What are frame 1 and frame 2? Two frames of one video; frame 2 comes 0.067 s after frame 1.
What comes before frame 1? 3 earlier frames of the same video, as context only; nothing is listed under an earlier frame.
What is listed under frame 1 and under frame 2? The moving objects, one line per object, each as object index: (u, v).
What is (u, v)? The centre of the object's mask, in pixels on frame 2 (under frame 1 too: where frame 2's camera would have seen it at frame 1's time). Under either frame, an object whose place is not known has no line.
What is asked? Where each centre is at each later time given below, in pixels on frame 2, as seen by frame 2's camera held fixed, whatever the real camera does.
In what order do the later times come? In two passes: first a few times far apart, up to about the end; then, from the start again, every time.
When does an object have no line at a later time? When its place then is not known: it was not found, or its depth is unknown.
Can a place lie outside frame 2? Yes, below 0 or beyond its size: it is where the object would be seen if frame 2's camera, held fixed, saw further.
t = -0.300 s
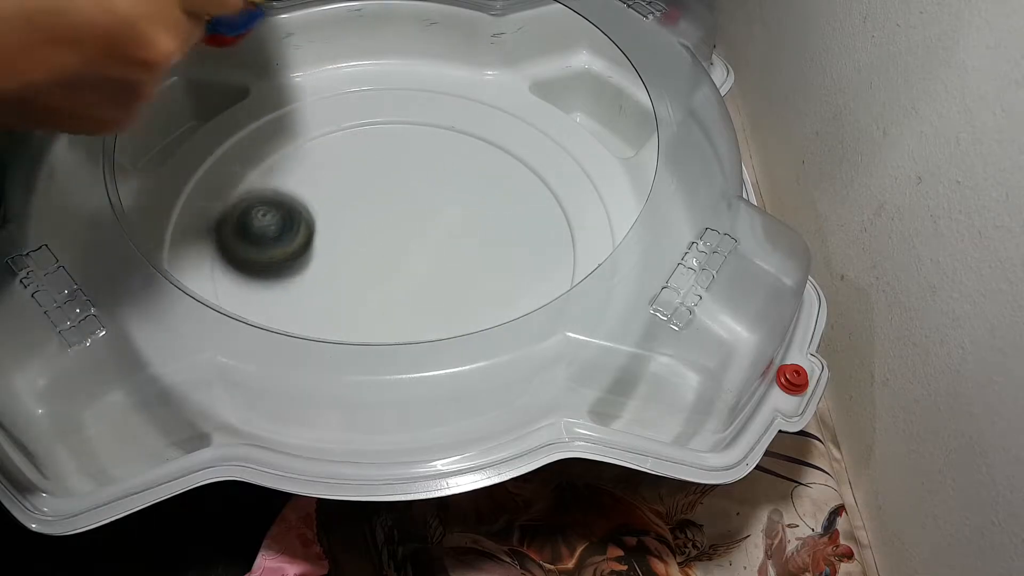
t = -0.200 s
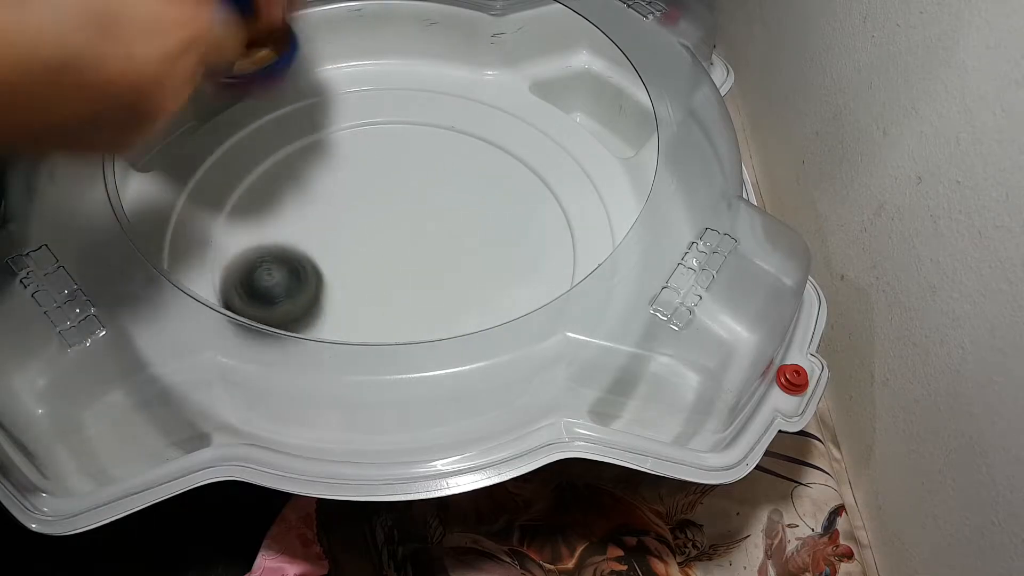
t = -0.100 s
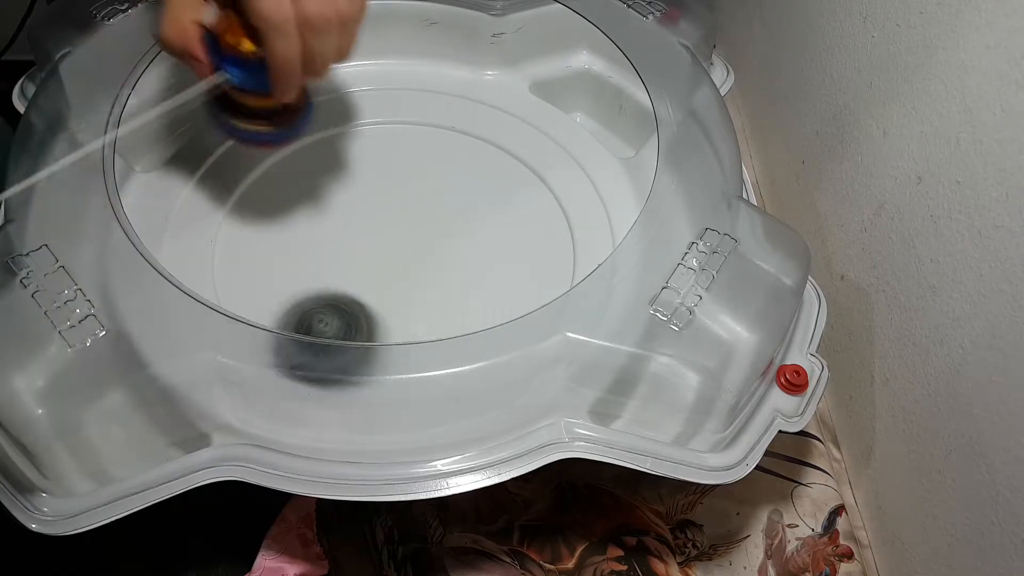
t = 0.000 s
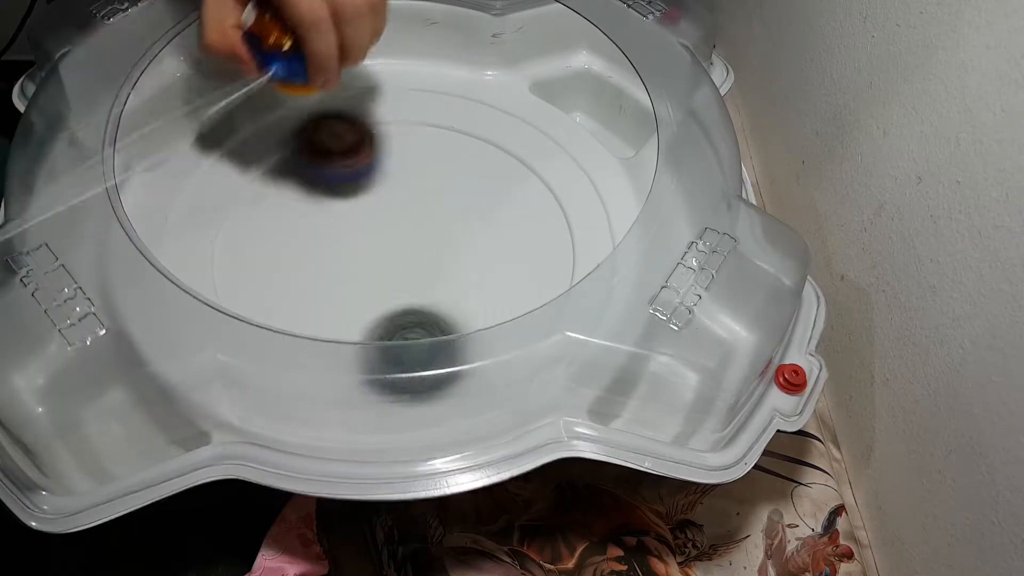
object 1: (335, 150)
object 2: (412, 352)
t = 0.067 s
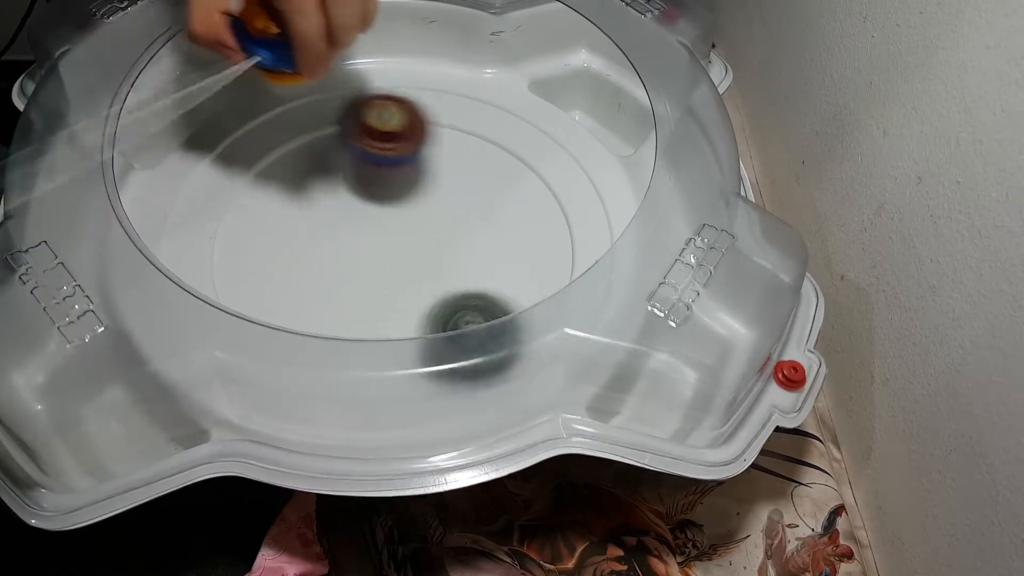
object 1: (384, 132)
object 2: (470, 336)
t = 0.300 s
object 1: (487, 205)
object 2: (557, 223)
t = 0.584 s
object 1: (382, 193)
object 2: (488, 218)
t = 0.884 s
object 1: (275, 246)
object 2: (373, 275)
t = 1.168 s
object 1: (357, 303)
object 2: (459, 335)
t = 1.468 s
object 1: (481, 204)
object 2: (528, 267)
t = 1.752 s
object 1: (360, 120)
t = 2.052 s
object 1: (270, 256)
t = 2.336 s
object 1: (465, 256)
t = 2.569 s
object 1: (509, 179)
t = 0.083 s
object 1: (398, 135)
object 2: (482, 334)
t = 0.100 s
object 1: (412, 139)
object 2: (494, 328)
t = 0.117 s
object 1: (424, 148)
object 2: (504, 322)
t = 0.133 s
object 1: (437, 169)
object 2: (514, 313)
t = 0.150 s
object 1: (449, 179)
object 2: (522, 304)
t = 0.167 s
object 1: (457, 182)
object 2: (529, 296)
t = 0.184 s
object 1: (465, 185)
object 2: (534, 285)
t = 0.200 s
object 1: (473, 190)
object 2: (540, 276)
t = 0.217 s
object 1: (480, 197)
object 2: (543, 268)
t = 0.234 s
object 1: (486, 201)
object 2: (545, 258)
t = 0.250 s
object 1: (487, 202)
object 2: (547, 249)
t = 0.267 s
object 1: (487, 202)
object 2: (550, 240)
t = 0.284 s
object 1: (487, 202)
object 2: (556, 223)
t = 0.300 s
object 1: (487, 205)
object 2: (557, 223)
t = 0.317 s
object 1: (486, 206)
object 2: (559, 214)
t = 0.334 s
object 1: (484, 204)
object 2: (562, 212)
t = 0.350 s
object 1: (482, 203)
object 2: (566, 213)
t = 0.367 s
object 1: (477, 204)
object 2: (568, 215)
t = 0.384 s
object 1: (473, 202)
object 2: (568, 215)
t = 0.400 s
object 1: (466, 200)
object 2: (567, 211)
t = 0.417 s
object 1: (460, 200)
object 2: (565, 209)
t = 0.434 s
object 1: (454, 199)
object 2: (562, 210)
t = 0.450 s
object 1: (448, 198)
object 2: (557, 209)
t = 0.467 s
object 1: (441, 197)
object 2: (548, 214)
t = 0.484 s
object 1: (435, 197)
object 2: (540, 215)
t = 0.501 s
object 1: (428, 197)
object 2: (531, 214)
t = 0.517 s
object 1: (421, 197)
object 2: (521, 214)
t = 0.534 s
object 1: (415, 197)
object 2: (510, 214)
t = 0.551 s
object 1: (408, 197)
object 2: (498, 215)
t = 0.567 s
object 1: (395, 195)
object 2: (492, 216)
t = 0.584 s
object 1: (382, 193)
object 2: (488, 218)
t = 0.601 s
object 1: (370, 192)
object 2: (483, 221)
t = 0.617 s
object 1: (359, 190)
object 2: (477, 223)
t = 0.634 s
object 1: (348, 190)
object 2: (471, 226)
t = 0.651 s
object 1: (337, 190)
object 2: (464, 228)
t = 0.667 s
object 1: (328, 191)
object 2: (457, 231)
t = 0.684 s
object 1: (319, 192)
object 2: (450, 233)
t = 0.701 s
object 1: (311, 194)
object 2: (443, 236)
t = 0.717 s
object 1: (304, 196)
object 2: (435, 239)
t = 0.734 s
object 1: (297, 199)
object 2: (427, 242)
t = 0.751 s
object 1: (292, 203)
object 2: (420, 245)
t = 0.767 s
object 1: (288, 207)
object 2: (411, 248)
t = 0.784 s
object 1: (285, 212)
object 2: (404, 251)
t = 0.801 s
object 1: (283, 219)
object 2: (396, 254)
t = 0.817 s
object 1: (282, 225)
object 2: (388, 257)
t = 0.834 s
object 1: (282, 231)
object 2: (380, 260)
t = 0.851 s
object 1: (281, 237)
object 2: (374, 264)
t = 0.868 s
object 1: (278, 242)
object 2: (373, 269)
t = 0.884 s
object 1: (275, 246)
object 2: (373, 275)
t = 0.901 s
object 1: (274, 251)
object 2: (372, 280)
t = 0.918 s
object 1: (274, 256)
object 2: (372, 285)
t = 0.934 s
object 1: (274, 261)
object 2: (372, 290)
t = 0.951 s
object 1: (277, 267)
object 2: (373, 294)
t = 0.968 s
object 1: (279, 272)
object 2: (375, 297)
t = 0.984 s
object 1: (281, 276)
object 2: (379, 300)
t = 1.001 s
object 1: (284, 280)
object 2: (385, 304)
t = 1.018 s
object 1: (288, 283)
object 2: (391, 306)
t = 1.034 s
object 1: (293, 286)
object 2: (397, 308)
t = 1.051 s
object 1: (300, 290)
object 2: (403, 310)
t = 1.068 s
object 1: (307, 293)
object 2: (408, 324)
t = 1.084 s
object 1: (315, 296)
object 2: (414, 326)
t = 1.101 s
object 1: (323, 298)
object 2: (421, 327)
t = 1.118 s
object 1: (332, 300)
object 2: (430, 329)
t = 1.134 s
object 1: (339, 301)
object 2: (440, 333)
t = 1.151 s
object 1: (348, 303)
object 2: (449, 334)
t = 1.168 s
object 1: (357, 303)
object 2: (459, 335)
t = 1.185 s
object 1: (366, 304)
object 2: (467, 335)
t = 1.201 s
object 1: (377, 304)
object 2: (475, 334)
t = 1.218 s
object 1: (387, 304)
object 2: (483, 332)
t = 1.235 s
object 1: (397, 303)
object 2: (491, 331)
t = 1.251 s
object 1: (407, 301)
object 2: (500, 329)
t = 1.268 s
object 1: (417, 299)
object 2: (509, 327)
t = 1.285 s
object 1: (427, 296)
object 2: (517, 326)
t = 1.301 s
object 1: (437, 292)
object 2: (523, 322)
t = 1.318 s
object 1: (444, 287)
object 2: (528, 317)
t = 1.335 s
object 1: (451, 279)
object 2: (534, 313)
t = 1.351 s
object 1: (457, 271)
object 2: (539, 309)
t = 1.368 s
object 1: (463, 262)
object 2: (541, 303)
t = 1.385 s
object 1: (467, 254)
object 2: (541, 298)
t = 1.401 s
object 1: (472, 245)
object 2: (541, 293)
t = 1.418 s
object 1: (476, 233)
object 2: (539, 287)
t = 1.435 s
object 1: (478, 225)
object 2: (536, 282)
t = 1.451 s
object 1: (480, 214)
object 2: (530, 270)
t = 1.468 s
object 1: (481, 204)
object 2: (528, 267)
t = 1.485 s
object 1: (481, 194)
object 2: (525, 262)
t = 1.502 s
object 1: (479, 186)
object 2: (519, 256)
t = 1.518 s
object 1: (477, 176)
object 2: (512, 249)
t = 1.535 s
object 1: (473, 168)
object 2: (505, 244)
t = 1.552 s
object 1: (469, 160)
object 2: (497, 238)
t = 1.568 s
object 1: (464, 152)
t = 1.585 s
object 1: (458, 145)
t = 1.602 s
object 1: (451, 140)
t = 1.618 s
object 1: (443, 134)
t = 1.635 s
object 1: (435, 130)
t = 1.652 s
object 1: (426, 126)
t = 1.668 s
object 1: (416, 124)
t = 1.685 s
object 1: (406, 122)
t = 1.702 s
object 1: (395, 121)
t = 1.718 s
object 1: (384, 121)
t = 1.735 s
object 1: (372, 122)
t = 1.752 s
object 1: (360, 120)
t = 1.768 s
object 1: (349, 116)
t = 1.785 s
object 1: (338, 114)
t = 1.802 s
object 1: (330, 118)
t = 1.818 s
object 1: (321, 124)
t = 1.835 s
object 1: (313, 132)
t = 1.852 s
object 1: (305, 140)
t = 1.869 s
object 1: (298, 148)
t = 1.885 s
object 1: (290, 158)
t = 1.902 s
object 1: (283, 168)
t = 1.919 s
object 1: (276, 179)
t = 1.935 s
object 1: (270, 190)
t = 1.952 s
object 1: (265, 202)
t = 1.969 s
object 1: (261, 215)
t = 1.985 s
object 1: (259, 229)
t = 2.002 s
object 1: (258, 241)
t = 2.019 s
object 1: (260, 252)
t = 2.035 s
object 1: (264, 255)
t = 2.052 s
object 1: (270, 256)
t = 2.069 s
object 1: (277, 258)
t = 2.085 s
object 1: (284, 260)
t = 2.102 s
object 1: (293, 261)
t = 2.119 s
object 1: (302, 263)
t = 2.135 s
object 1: (312, 266)
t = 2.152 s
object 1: (323, 267)
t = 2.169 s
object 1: (335, 269)
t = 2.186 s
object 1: (348, 271)
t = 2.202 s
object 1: (362, 273)
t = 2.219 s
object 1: (376, 273)
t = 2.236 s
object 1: (389, 273)
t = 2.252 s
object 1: (403, 272)
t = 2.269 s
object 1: (417, 270)
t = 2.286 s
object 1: (430, 268)
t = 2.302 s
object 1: (443, 264)
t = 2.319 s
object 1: (455, 261)
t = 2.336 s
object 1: (465, 256)
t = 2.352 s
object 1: (475, 251)
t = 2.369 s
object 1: (484, 247)
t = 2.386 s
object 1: (493, 241)
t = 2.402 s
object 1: (500, 234)
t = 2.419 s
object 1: (505, 230)
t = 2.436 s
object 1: (511, 223)
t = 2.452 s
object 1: (516, 217)
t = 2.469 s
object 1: (518, 210)
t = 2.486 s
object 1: (520, 204)
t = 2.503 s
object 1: (520, 199)
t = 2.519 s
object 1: (520, 192)
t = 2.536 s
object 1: (518, 186)
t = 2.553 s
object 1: (514, 183)
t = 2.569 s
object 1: (509, 179)
